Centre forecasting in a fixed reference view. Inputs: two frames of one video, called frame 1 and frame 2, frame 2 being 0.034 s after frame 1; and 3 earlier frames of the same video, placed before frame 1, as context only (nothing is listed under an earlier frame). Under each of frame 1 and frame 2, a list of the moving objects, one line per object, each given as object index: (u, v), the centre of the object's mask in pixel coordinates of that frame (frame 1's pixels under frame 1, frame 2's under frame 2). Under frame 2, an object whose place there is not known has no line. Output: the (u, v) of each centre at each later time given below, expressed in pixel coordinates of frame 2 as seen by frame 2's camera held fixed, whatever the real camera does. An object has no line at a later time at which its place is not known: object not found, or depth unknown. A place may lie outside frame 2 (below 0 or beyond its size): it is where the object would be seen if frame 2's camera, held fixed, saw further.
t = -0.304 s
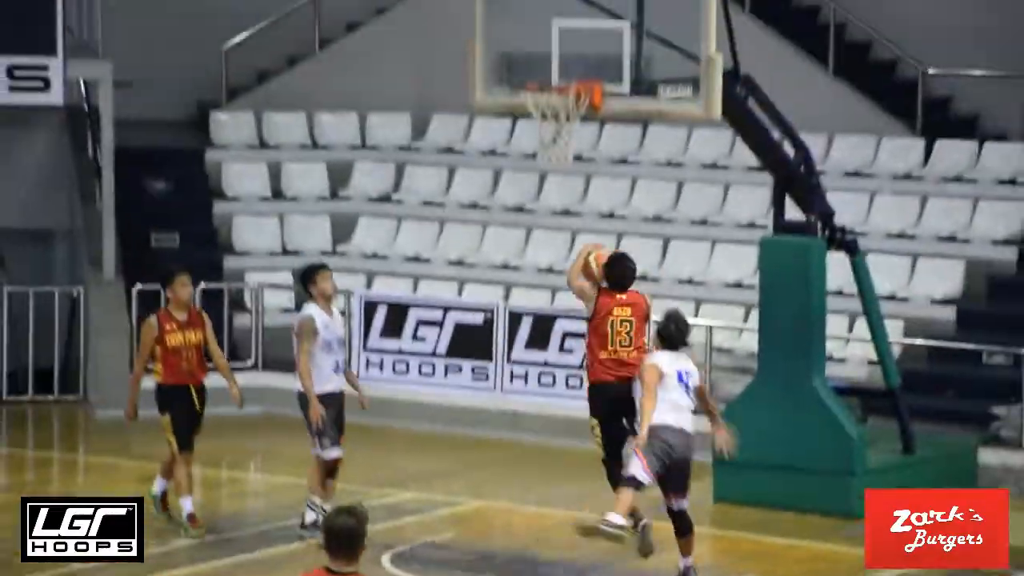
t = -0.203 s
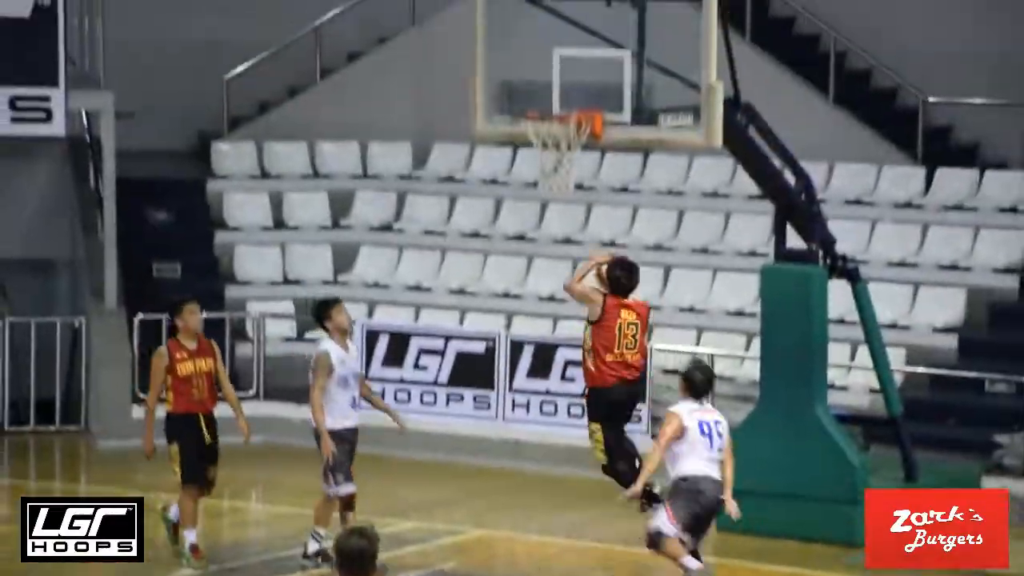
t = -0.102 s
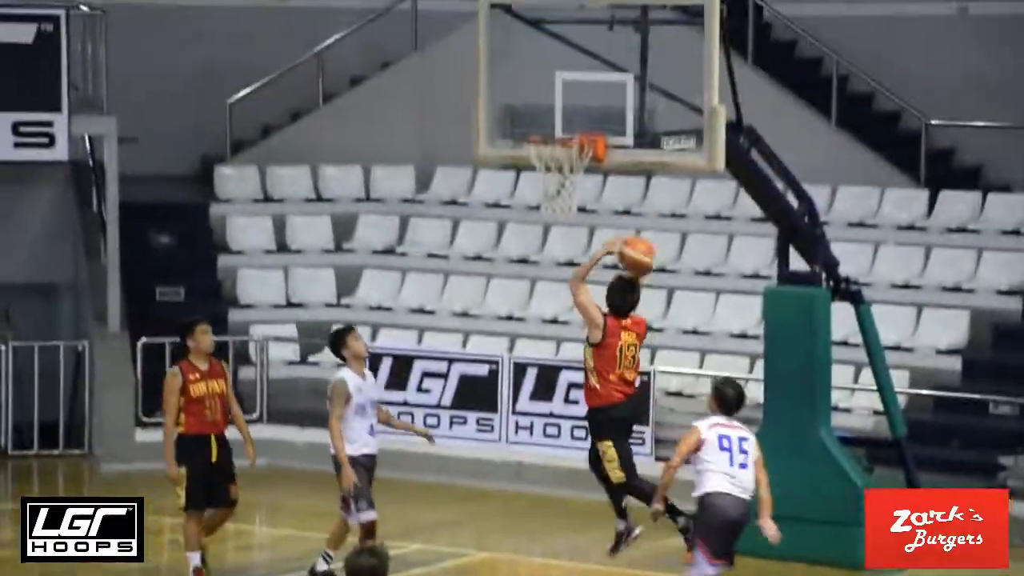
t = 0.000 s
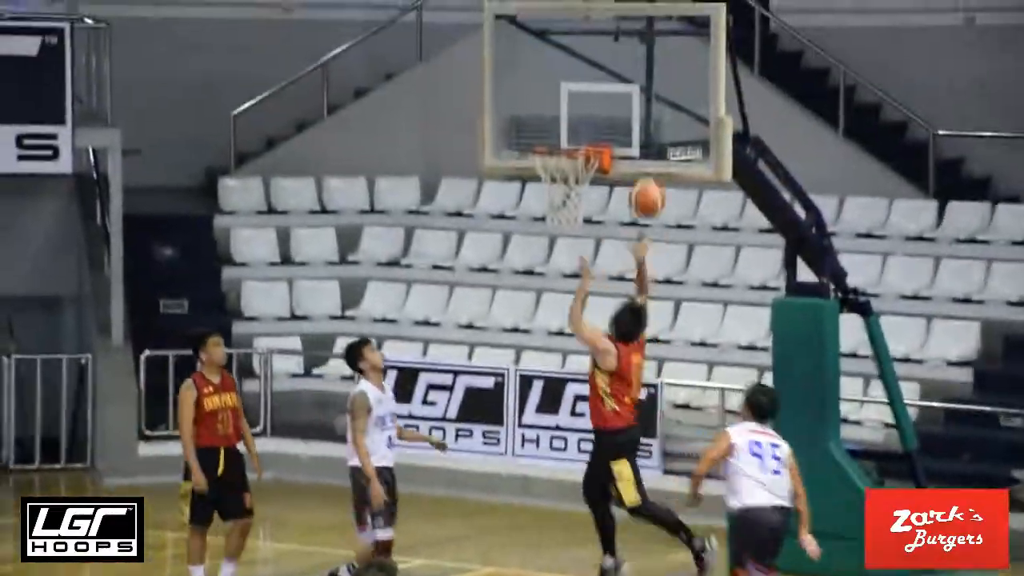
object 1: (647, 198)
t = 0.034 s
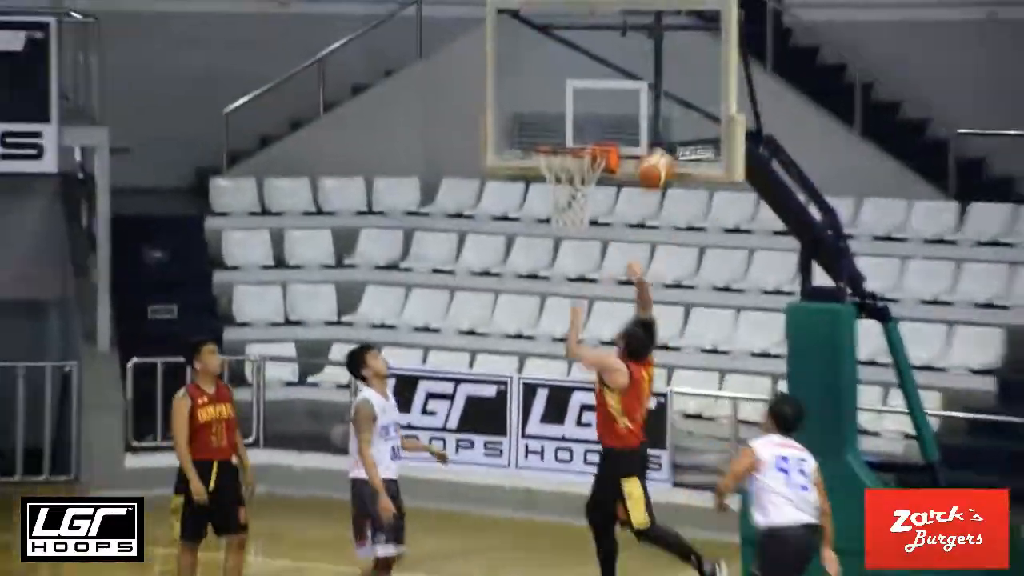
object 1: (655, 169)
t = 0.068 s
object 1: (654, 156)
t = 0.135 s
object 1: (649, 107)
